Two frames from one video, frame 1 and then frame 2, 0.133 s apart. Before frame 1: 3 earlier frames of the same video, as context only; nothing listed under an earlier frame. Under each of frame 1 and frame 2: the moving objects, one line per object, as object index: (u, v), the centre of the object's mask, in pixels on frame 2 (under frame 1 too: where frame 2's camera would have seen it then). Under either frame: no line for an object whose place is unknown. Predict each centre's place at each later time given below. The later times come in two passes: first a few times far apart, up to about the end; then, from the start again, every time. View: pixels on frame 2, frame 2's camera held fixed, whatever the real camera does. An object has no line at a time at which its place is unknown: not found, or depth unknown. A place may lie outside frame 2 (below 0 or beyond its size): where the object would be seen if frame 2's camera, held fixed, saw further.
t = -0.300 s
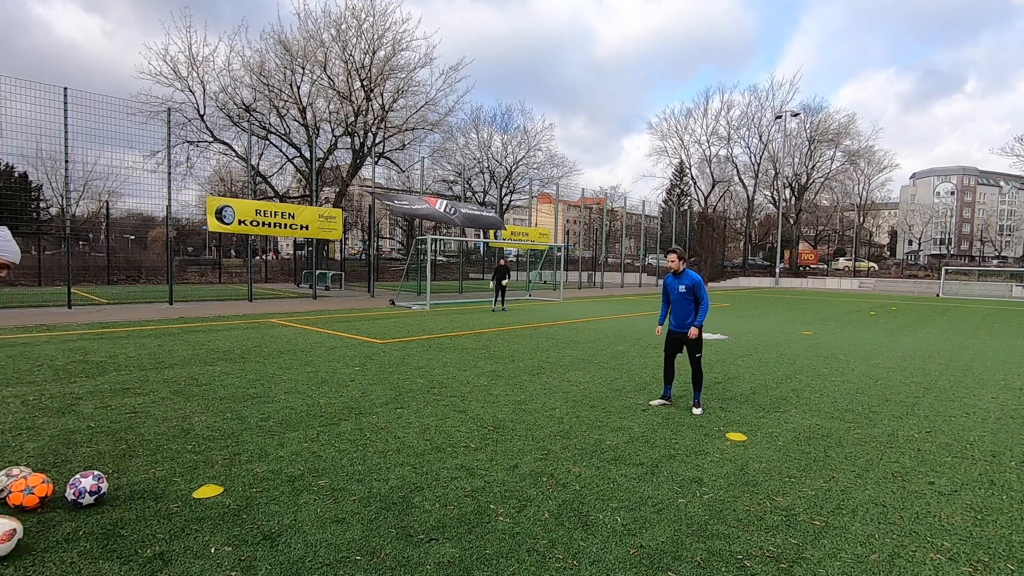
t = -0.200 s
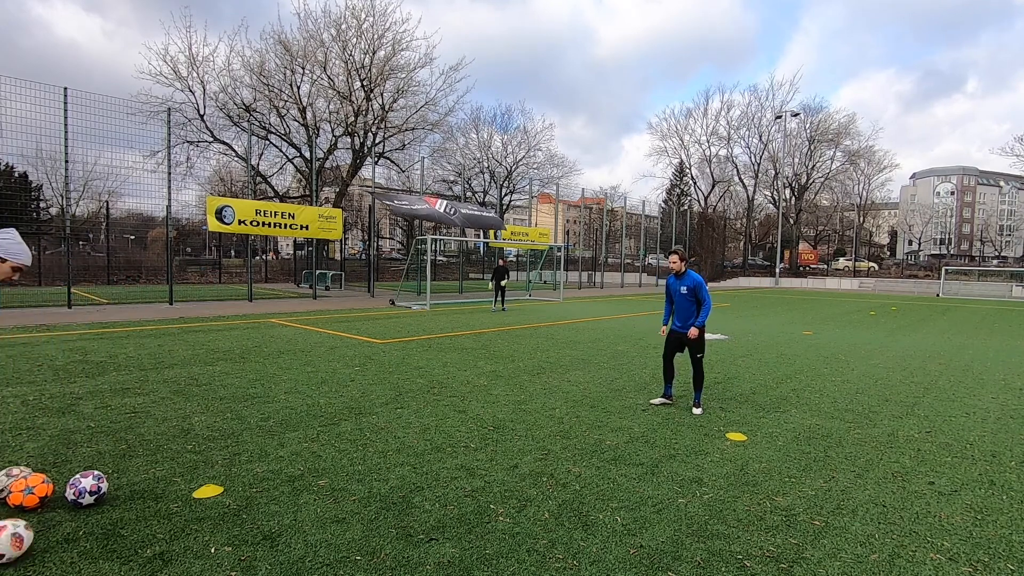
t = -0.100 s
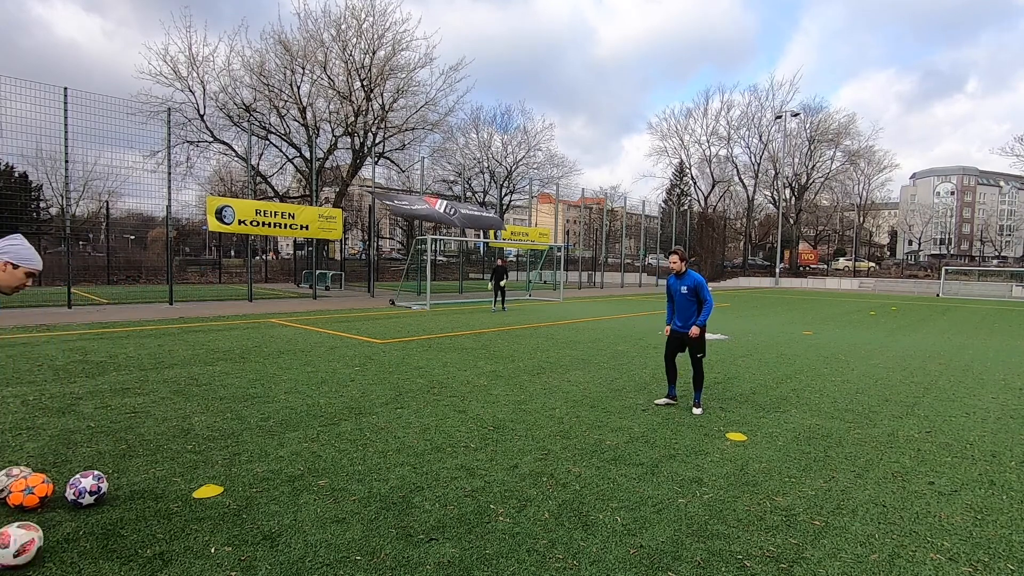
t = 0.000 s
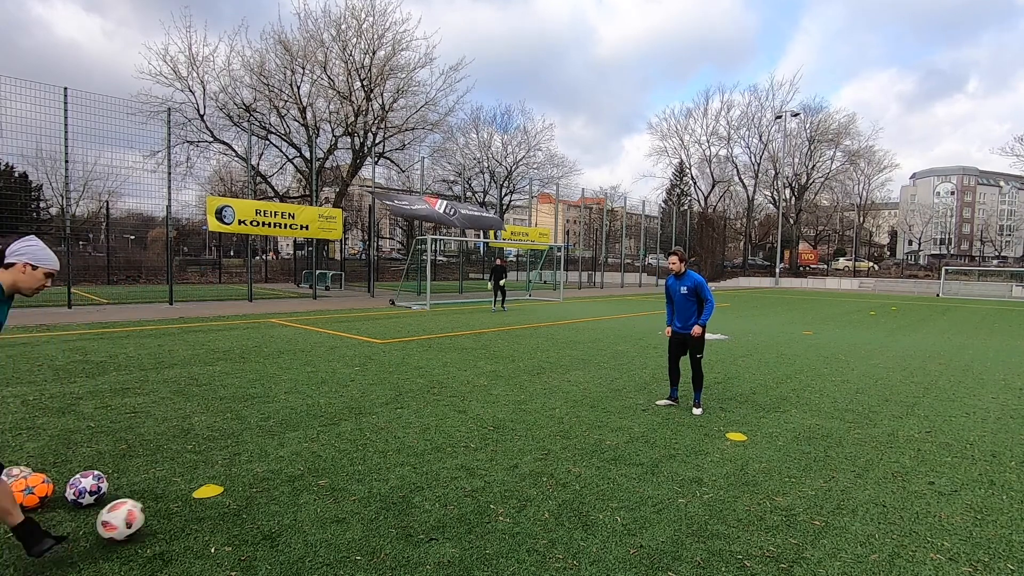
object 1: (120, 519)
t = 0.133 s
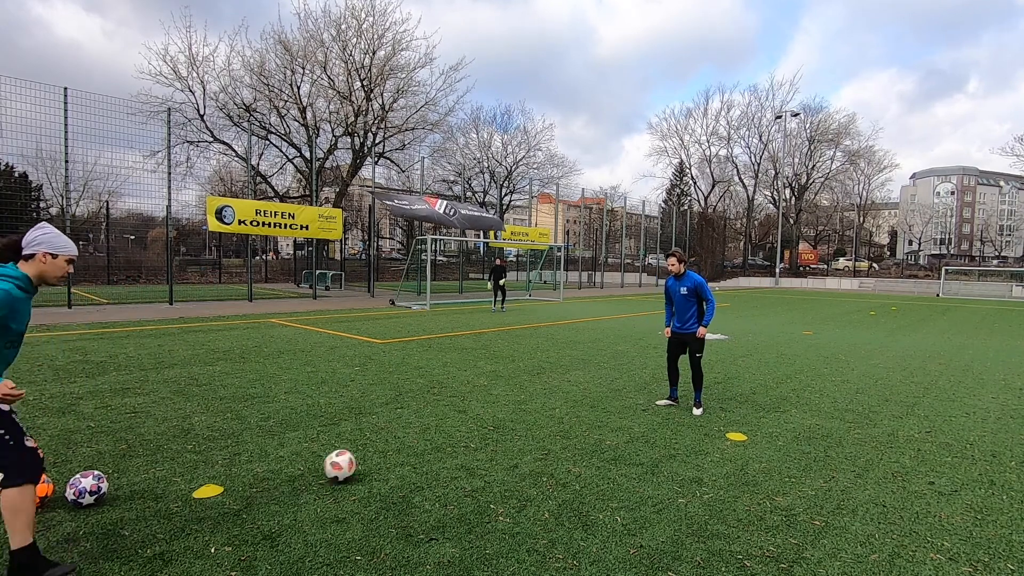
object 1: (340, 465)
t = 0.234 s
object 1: (442, 441)
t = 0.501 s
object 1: (599, 402)
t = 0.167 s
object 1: (377, 456)
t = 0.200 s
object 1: (412, 448)
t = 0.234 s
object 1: (442, 441)
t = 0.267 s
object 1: (468, 433)
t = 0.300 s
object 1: (492, 427)
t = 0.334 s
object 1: (515, 423)
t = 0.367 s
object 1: (535, 418)
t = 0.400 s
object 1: (553, 413)
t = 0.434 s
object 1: (569, 409)
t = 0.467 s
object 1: (585, 406)
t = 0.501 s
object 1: (599, 402)
